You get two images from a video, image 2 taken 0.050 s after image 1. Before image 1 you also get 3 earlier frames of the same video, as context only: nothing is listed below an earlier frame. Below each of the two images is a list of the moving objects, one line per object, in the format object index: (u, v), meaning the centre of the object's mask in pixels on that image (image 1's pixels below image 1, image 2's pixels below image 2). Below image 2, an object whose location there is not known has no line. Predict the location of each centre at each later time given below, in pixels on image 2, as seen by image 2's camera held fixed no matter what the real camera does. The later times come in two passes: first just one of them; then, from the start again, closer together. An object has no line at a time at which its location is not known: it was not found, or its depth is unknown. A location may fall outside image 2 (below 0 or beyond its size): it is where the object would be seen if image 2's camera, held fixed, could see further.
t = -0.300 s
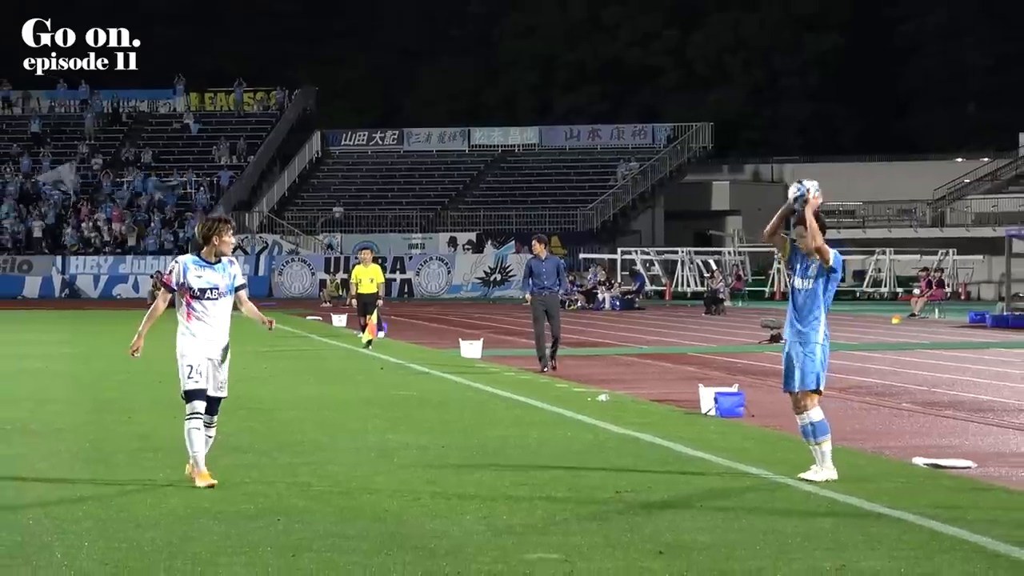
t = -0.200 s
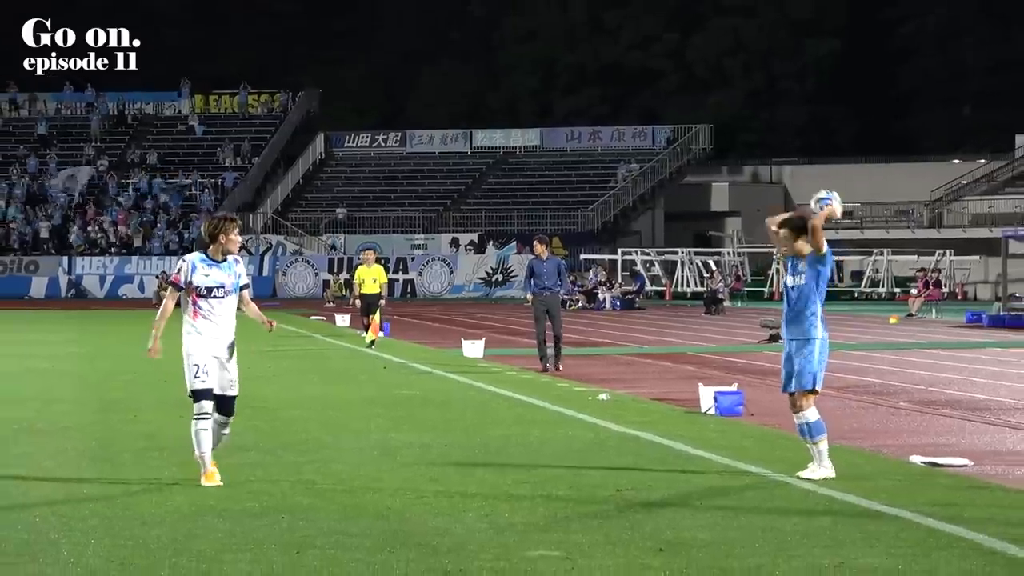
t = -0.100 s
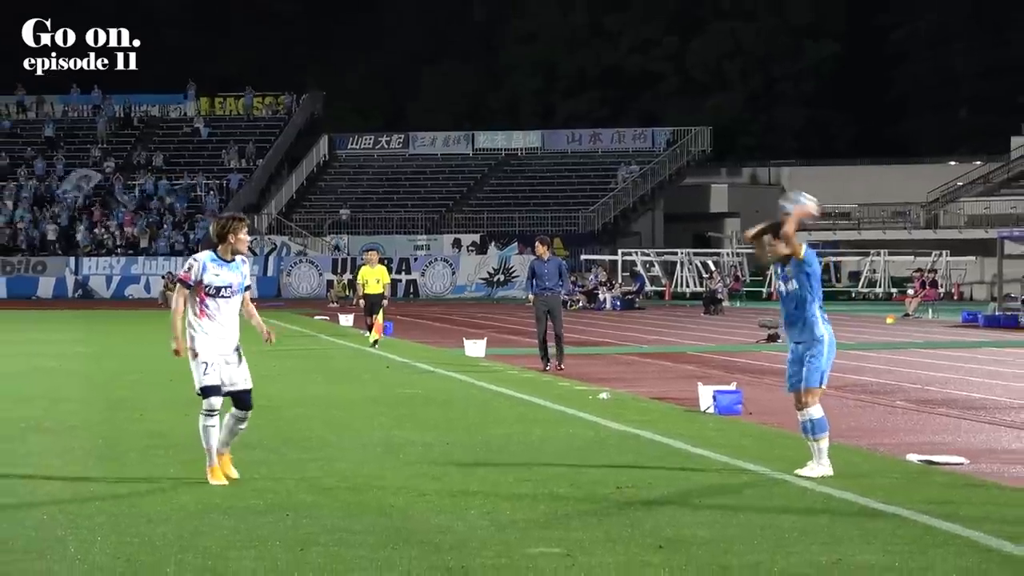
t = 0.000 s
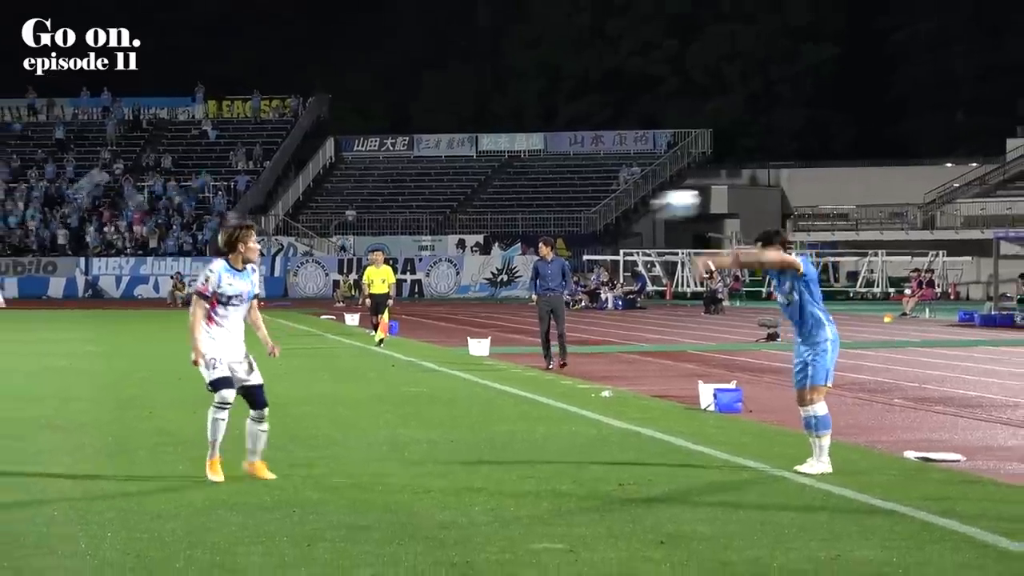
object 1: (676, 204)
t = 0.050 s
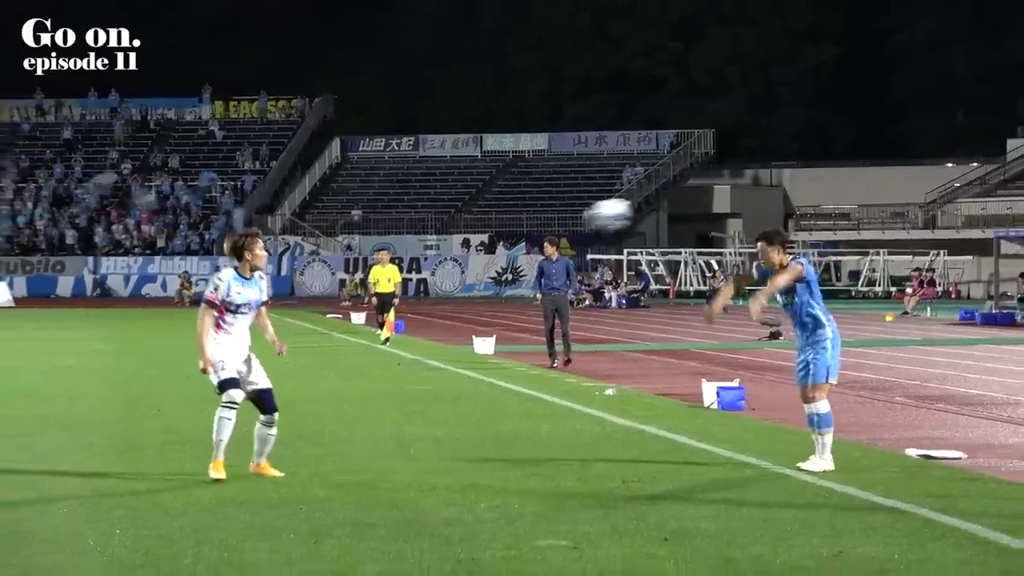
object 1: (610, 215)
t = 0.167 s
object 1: (442, 257)
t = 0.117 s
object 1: (515, 237)
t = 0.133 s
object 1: (493, 242)
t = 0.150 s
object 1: (467, 250)
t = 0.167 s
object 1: (442, 257)
